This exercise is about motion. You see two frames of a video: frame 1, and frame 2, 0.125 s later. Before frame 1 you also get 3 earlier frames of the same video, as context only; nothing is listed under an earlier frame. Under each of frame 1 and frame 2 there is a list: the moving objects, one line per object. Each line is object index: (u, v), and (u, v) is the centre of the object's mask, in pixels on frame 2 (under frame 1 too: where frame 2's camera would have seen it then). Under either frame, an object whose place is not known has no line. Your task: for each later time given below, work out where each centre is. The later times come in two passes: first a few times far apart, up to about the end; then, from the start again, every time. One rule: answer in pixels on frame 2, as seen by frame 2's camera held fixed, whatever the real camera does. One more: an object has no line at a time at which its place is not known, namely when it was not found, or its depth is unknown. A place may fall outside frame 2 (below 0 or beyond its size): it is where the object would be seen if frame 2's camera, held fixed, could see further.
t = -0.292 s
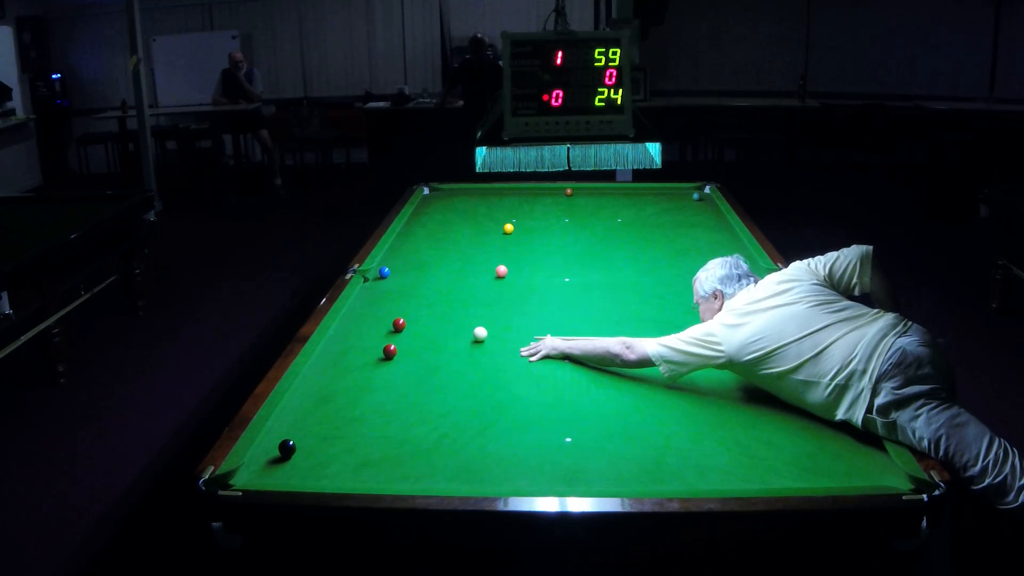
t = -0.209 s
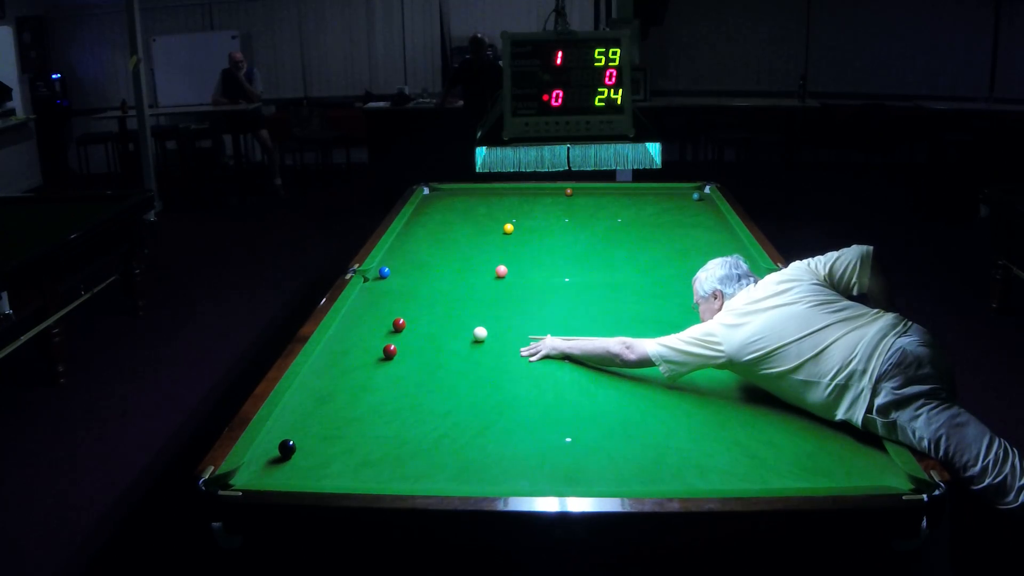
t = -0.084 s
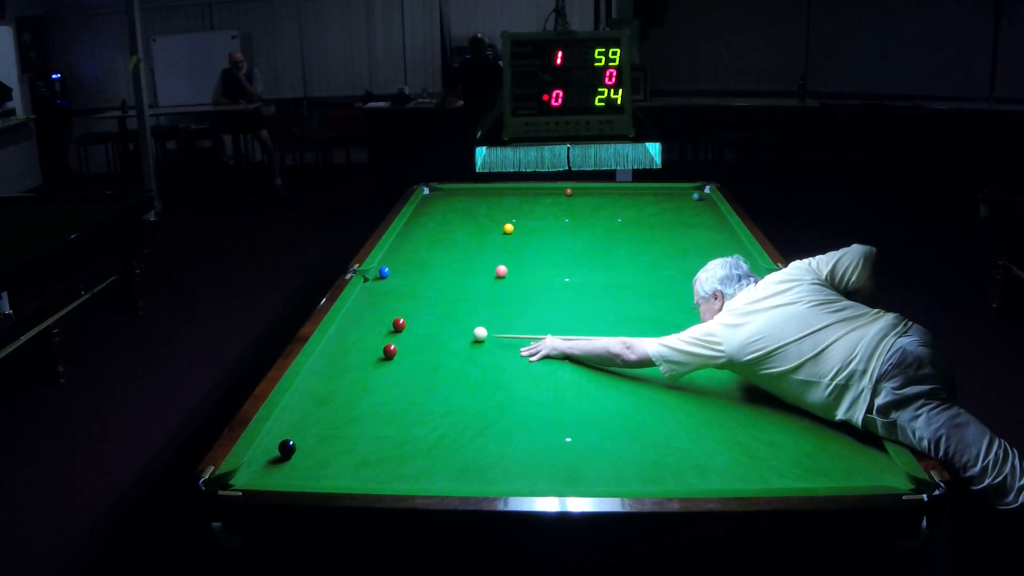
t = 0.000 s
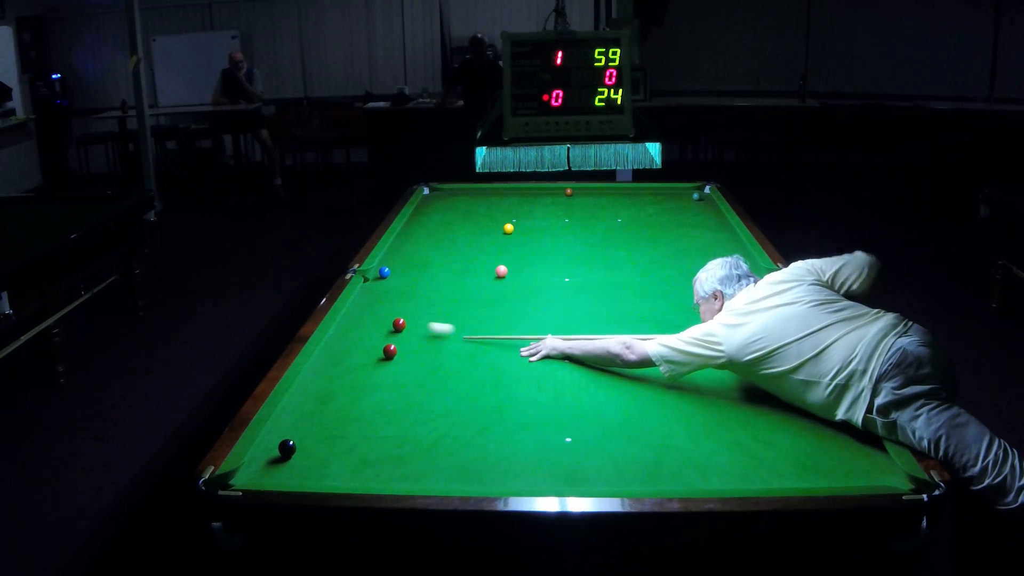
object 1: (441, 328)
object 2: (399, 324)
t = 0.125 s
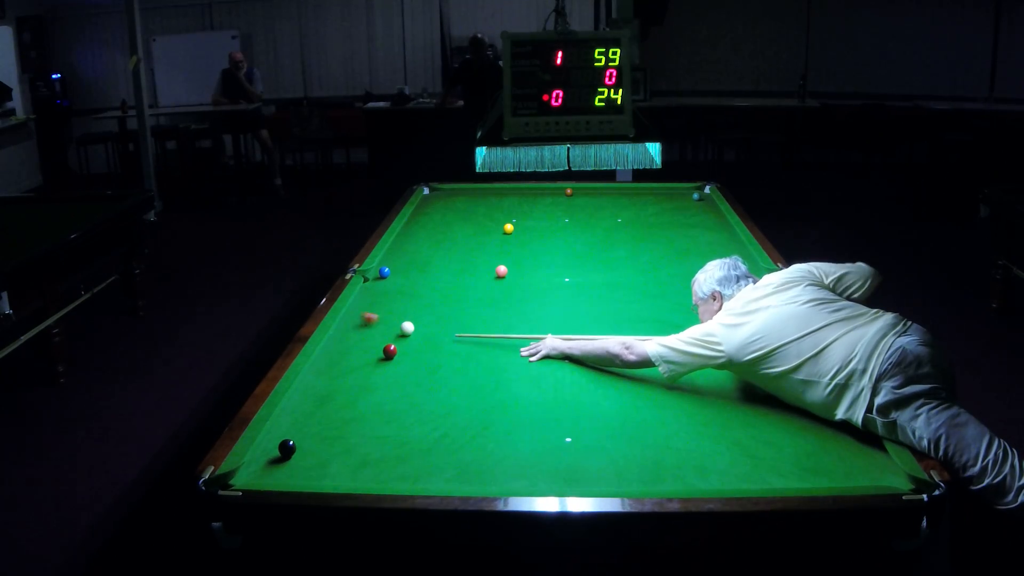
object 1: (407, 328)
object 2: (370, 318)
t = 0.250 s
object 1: (402, 331)
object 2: (370, 312)
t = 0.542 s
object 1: (392, 336)
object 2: (453, 301)
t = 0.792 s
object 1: (384, 341)
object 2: (519, 293)
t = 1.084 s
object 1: (376, 346)
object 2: (591, 284)
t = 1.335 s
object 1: (372, 350)
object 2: (647, 277)
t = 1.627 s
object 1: (367, 353)
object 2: (707, 269)
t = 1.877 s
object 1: (365, 354)
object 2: (753, 264)
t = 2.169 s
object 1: (363, 355)
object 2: (712, 259)
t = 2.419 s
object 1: (363, 355)
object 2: (680, 255)
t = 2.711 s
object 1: (363, 355)
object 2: (646, 251)
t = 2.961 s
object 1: (363, 355)
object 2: (619, 248)
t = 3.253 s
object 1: (363, 355)
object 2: (589, 245)
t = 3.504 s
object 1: (363, 355)
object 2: (566, 243)
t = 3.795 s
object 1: (363, 355)
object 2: (541, 240)
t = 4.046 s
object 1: (363, 355)
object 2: (520, 238)
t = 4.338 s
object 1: (363, 355)
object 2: (499, 236)
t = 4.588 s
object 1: (363, 355)
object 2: (482, 235)
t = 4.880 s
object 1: (363, 355)
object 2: (464, 233)
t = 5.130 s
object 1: (363, 355)
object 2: (450, 232)
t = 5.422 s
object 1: (363, 355)
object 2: (435, 231)
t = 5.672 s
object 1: (363, 355)
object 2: (424, 230)
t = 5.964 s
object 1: (363, 355)
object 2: (412, 229)
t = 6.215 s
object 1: (363, 355)
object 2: (404, 229)
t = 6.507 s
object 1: (363, 355)
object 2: (410, 228)
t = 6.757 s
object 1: (363, 355)
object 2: (413, 228)
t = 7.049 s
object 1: (363, 355)
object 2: (416, 228)
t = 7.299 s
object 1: (363, 355)
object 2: (417, 228)
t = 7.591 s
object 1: (363, 355)
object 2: (417, 228)
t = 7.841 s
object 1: (363, 355)
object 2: (417, 228)
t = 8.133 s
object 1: (363, 355)
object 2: (417, 228)
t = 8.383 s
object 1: (363, 355)
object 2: (417, 228)
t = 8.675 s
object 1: (363, 355)
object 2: (417, 228)
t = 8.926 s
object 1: (363, 355)
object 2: (417, 228)
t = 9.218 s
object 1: (363, 355)
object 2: (417, 228)
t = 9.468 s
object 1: (363, 355)
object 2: (417, 228)
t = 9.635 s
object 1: (363, 355)
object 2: (417, 228)
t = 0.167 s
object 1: (406, 329)
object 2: (355, 315)
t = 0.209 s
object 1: (404, 330)
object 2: (357, 313)
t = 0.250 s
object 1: (402, 331)
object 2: (370, 312)
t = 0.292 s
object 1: (401, 332)
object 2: (382, 310)
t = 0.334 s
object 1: (399, 333)
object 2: (395, 309)
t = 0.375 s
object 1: (398, 333)
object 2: (406, 307)
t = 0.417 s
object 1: (396, 334)
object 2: (418, 306)
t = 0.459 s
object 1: (395, 335)
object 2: (430, 304)
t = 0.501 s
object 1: (393, 336)
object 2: (441, 303)
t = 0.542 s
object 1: (392, 336)
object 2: (453, 301)
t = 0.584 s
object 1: (390, 337)
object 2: (464, 300)
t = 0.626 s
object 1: (389, 338)
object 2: (476, 299)
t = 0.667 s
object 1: (388, 339)
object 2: (486, 297)
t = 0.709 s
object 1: (386, 339)
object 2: (497, 296)
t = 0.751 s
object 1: (385, 340)
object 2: (508, 294)
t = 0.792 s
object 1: (384, 341)
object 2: (519, 293)
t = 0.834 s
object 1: (382, 342)
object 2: (530, 292)
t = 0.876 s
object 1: (381, 342)
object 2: (540, 290)
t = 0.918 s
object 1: (380, 343)
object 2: (550, 289)
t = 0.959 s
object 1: (379, 344)
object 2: (560, 288)
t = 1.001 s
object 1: (378, 345)
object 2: (571, 286)
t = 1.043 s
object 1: (377, 346)
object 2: (581, 285)
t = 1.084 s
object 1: (376, 346)
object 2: (591, 284)
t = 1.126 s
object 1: (376, 347)
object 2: (600, 283)
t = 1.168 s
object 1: (375, 347)
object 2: (610, 281)
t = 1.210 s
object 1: (374, 348)
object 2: (619, 280)
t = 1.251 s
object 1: (373, 349)
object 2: (629, 279)
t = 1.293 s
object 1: (373, 349)
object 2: (638, 278)
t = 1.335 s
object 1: (372, 350)
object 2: (647, 277)
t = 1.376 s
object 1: (371, 350)
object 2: (656, 276)
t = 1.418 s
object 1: (370, 351)
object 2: (665, 275)
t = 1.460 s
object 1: (370, 351)
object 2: (673, 274)
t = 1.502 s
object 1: (369, 352)
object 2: (682, 273)
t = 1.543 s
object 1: (369, 352)
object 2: (691, 271)
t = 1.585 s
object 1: (368, 352)
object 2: (699, 270)
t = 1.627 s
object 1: (367, 353)
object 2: (707, 269)
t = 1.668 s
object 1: (367, 353)
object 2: (716, 268)
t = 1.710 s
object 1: (367, 353)
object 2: (723, 267)
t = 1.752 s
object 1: (366, 354)
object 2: (732, 266)
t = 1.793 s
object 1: (366, 354)
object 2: (739, 265)
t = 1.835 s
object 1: (365, 354)
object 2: (747, 264)
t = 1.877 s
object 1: (365, 354)
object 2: (753, 264)
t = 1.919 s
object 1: (365, 355)
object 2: (746, 263)
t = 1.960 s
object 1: (364, 355)
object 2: (740, 262)
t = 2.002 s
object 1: (364, 355)
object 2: (734, 261)
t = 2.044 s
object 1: (364, 355)
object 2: (728, 261)
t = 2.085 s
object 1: (363, 355)
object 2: (723, 260)
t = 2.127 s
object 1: (363, 355)
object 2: (717, 260)
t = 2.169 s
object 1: (363, 355)
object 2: (712, 259)
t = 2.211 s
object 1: (363, 355)
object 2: (706, 258)
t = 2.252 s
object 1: (363, 355)
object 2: (701, 258)
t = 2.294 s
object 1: (363, 355)
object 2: (695, 257)
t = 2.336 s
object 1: (363, 355)
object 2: (690, 256)
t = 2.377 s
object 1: (363, 355)
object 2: (685, 256)
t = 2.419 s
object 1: (363, 355)
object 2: (680, 255)
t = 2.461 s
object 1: (363, 355)
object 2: (675, 255)
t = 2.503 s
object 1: (363, 355)
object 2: (670, 254)
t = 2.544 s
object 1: (363, 355)
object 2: (665, 254)
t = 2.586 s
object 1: (363, 355)
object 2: (660, 253)
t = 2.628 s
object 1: (363, 355)
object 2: (655, 253)
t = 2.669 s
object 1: (363, 355)
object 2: (650, 252)
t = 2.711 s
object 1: (363, 355)
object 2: (646, 251)
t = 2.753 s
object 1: (363, 355)
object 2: (641, 251)
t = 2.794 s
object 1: (363, 355)
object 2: (637, 250)
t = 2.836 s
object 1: (363, 355)
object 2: (632, 250)
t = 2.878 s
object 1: (363, 355)
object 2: (628, 249)
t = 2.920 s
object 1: (363, 355)
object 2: (623, 249)
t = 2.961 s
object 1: (363, 355)
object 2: (619, 248)
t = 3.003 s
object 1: (363, 355)
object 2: (614, 248)
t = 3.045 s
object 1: (363, 355)
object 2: (610, 247)
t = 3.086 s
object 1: (363, 355)
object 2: (606, 247)
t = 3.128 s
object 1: (363, 355)
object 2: (602, 247)
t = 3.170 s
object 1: (363, 355)
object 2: (597, 246)
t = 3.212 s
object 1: (363, 355)
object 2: (593, 246)
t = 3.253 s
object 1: (363, 355)
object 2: (589, 245)
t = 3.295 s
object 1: (363, 355)
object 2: (585, 245)
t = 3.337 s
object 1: (363, 355)
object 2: (581, 244)
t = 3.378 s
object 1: (363, 355)
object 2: (577, 244)
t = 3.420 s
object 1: (363, 355)
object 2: (574, 244)
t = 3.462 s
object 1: (363, 355)
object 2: (570, 243)
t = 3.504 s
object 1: (363, 355)
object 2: (566, 243)
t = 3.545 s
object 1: (363, 355)
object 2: (562, 243)
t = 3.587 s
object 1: (363, 355)
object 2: (558, 242)
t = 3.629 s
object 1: (363, 355)
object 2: (555, 242)
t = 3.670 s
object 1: (363, 355)
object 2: (551, 241)
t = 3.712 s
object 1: (363, 355)
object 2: (547, 241)
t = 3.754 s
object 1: (363, 355)
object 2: (544, 241)
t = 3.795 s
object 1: (363, 355)
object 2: (541, 240)
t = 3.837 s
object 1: (363, 355)
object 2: (537, 240)
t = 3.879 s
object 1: (363, 355)
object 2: (534, 240)
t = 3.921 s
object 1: (363, 355)
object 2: (530, 239)
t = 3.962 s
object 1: (363, 355)
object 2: (527, 239)
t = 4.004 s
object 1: (363, 355)
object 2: (524, 239)
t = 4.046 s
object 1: (363, 355)
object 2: (520, 238)
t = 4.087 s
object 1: (363, 355)
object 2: (517, 238)
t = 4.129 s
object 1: (363, 355)
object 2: (514, 238)
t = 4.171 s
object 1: (363, 355)
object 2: (511, 238)
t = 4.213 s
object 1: (363, 355)
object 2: (508, 237)
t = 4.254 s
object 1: (363, 355)
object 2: (505, 237)
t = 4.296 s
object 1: (363, 355)
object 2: (502, 236)
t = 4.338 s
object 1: (363, 355)
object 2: (499, 236)
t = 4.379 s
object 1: (363, 355)
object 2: (496, 236)
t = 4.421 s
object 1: (363, 355)
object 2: (493, 236)
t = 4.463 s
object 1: (363, 355)
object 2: (490, 236)
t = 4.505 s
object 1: (363, 355)
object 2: (487, 235)
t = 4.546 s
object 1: (363, 355)
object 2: (484, 235)
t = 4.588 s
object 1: (363, 355)
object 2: (482, 235)
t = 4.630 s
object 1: (363, 355)
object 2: (479, 234)
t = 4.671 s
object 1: (363, 355)
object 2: (476, 234)
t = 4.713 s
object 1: (363, 355)
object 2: (474, 234)
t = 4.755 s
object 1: (363, 355)
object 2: (471, 234)
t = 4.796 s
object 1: (363, 355)
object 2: (469, 233)
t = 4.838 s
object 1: (363, 355)
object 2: (466, 233)
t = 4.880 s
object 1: (363, 355)
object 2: (464, 233)
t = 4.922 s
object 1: (363, 355)
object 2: (461, 233)
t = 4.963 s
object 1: (363, 355)
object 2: (459, 233)
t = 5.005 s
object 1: (363, 355)
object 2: (456, 233)
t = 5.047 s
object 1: (363, 355)
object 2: (454, 232)
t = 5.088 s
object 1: (363, 355)
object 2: (452, 232)
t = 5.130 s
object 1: (363, 355)
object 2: (450, 232)
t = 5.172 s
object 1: (363, 355)
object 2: (447, 232)
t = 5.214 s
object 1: (363, 355)
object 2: (445, 232)
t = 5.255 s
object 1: (363, 355)
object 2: (443, 231)
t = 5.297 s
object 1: (363, 355)
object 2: (441, 231)
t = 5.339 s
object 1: (363, 355)
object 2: (439, 231)
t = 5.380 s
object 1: (363, 355)
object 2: (437, 231)
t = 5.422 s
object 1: (363, 355)
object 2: (435, 231)
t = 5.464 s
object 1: (363, 355)
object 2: (433, 231)
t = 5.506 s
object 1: (363, 355)
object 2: (431, 231)
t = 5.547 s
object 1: (363, 355)
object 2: (429, 230)
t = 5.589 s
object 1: (363, 355)
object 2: (427, 230)
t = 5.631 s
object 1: (363, 355)
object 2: (425, 230)
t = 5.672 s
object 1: (363, 355)
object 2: (424, 230)
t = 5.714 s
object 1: (363, 355)
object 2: (422, 230)
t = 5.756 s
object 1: (363, 355)
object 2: (420, 230)
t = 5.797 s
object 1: (363, 355)
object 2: (419, 230)
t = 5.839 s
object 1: (363, 355)
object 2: (417, 230)
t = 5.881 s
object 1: (363, 355)
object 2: (415, 229)
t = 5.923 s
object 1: (363, 355)
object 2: (414, 229)
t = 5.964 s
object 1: (363, 355)
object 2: (412, 229)
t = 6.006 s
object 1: (363, 355)
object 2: (411, 229)
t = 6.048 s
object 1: (363, 355)
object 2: (410, 229)
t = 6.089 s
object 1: (363, 355)
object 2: (408, 229)
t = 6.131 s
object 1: (363, 355)
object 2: (407, 229)
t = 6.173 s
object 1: (363, 355)
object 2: (405, 229)
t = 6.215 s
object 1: (363, 355)
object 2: (404, 229)
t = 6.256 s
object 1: (363, 355)
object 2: (405, 229)
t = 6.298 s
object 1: (363, 355)
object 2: (406, 228)
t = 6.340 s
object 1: (363, 355)
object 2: (407, 228)
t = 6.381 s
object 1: (363, 355)
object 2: (407, 228)
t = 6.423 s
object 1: (363, 355)
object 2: (408, 228)
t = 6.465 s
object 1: (363, 355)
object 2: (409, 228)
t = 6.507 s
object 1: (363, 355)
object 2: (410, 228)
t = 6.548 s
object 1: (363, 355)
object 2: (410, 228)
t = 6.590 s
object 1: (363, 355)
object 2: (411, 228)
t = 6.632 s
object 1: (363, 355)
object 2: (412, 228)
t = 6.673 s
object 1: (363, 355)
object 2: (412, 228)
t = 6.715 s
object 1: (363, 355)
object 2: (413, 228)
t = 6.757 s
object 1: (363, 355)
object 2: (413, 228)
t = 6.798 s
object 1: (363, 355)
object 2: (414, 228)
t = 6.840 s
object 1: (363, 355)
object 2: (414, 228)
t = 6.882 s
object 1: (363, 355)
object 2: (415, 228)
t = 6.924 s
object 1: (363, 355)
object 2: (415, 228)
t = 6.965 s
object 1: (363, 355)
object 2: (416, 228)
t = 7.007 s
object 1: (363, 355)
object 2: (416, 228)
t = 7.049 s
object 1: (363, 355)
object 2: (416, 228)
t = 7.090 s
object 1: (363, 355)
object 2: (417, 228)
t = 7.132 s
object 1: (363, 355)
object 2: (417, 228)
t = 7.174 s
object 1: (363, 355)
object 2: (417, 228)
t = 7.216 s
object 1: (363, 355)
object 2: (417, 228)
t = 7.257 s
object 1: (363, 355)
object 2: (417, 228)
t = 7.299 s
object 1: (363, 355)
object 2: (417, 228)
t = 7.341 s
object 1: (363, 355)
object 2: (417, 228)
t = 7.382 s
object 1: (363, 355)
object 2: (417, 228)
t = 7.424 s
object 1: (363, 355)
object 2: (417, 228)
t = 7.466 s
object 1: (363, 355)
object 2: (417, 228)
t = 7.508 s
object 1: (363, 355)
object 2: (417, 228)
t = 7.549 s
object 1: (363, 355)
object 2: (417, 228)
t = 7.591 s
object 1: (363, 355)
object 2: (417, 228)
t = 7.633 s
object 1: (363, 355)
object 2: (417, 228)
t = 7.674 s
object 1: (363, 355)
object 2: (417, 228)
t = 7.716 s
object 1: (363, 355)
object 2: (417, 228)
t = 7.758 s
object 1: (363, 355)
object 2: (417, 228)
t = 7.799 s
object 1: (363, 355)
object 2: (417, 228)
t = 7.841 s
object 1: (363, 355)
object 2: (417, 228)
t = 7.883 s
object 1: (363, 355)
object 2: (417, 228)
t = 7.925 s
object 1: (363, 355)
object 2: (417, 228)
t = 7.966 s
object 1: (363, 355)
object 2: (417, 228)
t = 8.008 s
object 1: (363, 355)
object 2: (417, 228)
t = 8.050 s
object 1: (363, 355)
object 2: (417, 228)
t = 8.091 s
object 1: (363, 355)
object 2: (417, 228)
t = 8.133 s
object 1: (363, 355)
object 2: (417, 228)
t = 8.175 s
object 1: (363, 355)
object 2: (417, 228)
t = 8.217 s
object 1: (363, 355)
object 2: (417, 228)
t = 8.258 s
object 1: (363, 355)
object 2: (417, 228)
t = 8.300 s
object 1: (363, 355)
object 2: (417, 228)
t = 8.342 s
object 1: (363, 355)
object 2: (417, 228)
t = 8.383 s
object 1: (363, 355)
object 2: (417, 228)
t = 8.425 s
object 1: (363, 355)
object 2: (417, 228)
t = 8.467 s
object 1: (363, 355)
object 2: (417, 228)
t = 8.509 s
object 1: (363, 355)
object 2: (417, 228)
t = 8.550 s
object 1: (363, 355)
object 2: (417, 228)
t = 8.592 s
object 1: (363, 355)
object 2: (417, 228)
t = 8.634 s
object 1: (363, 355)
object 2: (417, 228)
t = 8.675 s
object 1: (363, 355)
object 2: (417, 228)
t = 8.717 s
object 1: (363, 355)
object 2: (417, 228)
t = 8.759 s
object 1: (363, 355)
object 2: (417, 228)
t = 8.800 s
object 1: (363, 355)
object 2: (417, 228)
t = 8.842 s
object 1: (363, 355)
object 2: (417, 228)
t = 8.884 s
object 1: (363, 355)
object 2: (417, 228)
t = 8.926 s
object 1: (363, 355)
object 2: (417, 228)
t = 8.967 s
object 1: (363, 355)
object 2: (417, 228)
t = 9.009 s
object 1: (363, 355)
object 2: (417, 228)
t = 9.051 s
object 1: (363, 355)
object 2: (417, 228)
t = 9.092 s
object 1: (363, 355)
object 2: (417, 228)
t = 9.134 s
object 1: (363, 355)
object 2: (417, 228)
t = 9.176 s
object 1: (363, 355)
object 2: (417, 228)
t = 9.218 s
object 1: (363, 355)
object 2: (417, 228)
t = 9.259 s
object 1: (363, 355)
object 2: (417, 228)
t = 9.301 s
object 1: (363, 355)
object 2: (417, 228)
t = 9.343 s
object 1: (363, 355)
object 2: (417, 228)
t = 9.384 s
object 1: (363, 355)
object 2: (417, 228)
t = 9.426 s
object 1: (363, 355)
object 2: (417, 228)
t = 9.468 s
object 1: (363, 355)
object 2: (417, 228)
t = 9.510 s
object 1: (363, 355)
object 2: (417, 228)
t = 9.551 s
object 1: (363, 355)
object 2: (417, 228)
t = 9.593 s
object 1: (363, 355)
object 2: (417, 228)
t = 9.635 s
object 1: (363, 355)
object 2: (417, 228)
